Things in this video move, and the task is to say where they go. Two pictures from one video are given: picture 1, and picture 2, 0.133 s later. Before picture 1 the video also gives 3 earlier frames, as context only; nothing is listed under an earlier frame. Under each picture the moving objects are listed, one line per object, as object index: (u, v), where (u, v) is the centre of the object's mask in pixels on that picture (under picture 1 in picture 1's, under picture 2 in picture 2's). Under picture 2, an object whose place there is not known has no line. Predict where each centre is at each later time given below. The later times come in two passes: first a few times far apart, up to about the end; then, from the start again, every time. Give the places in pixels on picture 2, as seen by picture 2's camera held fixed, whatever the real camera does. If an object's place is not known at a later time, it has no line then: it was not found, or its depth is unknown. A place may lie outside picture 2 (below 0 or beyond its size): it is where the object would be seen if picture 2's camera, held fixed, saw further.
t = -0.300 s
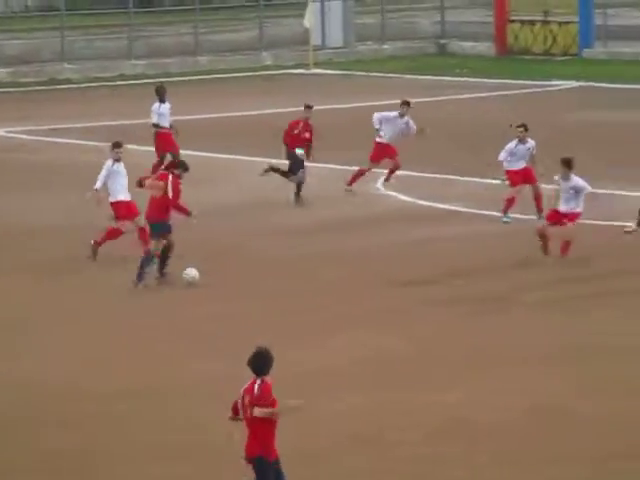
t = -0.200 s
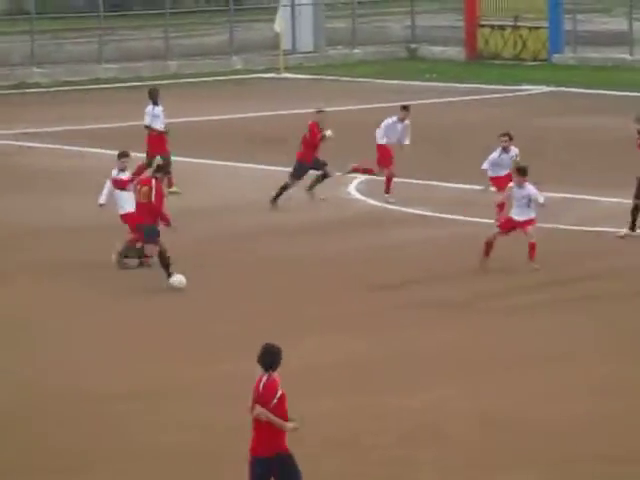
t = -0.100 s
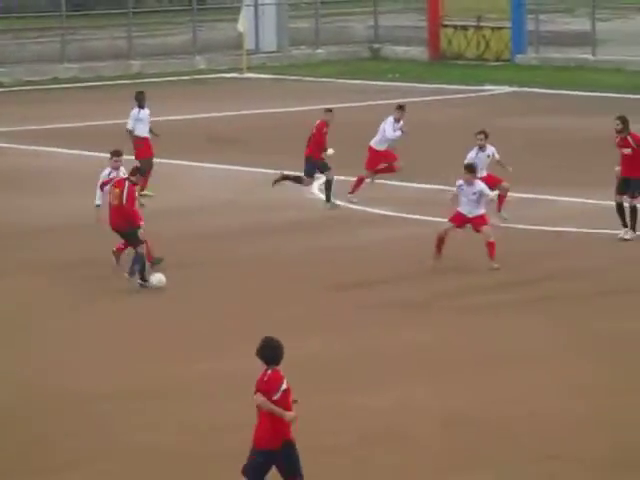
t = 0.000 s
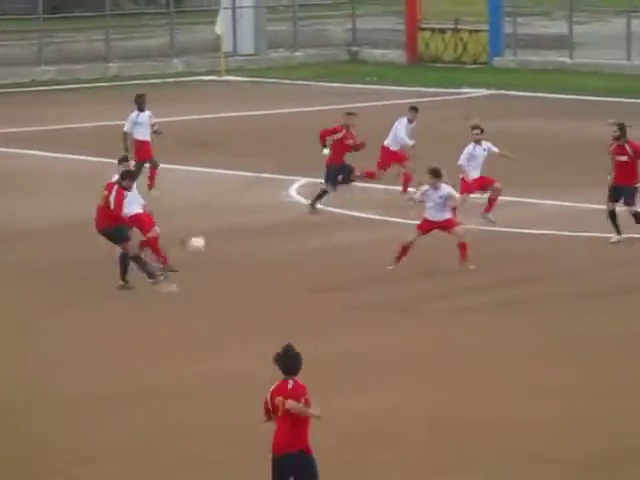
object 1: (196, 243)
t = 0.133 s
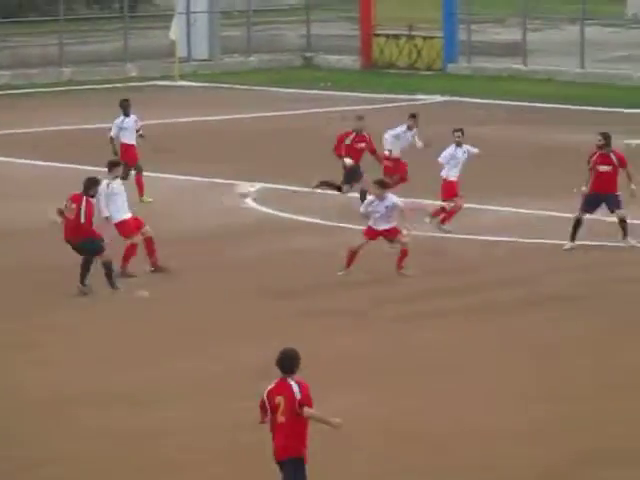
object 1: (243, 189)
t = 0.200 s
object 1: (287, 164)
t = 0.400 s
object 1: (404, 109)
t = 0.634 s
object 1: (524, 78)
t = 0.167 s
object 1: (265, 177)
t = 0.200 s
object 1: (287, 164)
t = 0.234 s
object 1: (306, 153)
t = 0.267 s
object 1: (327, 144)
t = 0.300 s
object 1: (346, 134)
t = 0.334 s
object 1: (366, 125)
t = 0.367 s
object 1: (385, 116)
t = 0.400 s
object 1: (404, 109)
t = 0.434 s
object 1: (422, 102)
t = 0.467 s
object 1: (441, 96)
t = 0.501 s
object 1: (457, 92)
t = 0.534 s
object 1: (475, 87)
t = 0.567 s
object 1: (491, 84)
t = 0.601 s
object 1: (508, 81)
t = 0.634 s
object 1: (524, 78)
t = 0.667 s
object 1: (540, 75)
